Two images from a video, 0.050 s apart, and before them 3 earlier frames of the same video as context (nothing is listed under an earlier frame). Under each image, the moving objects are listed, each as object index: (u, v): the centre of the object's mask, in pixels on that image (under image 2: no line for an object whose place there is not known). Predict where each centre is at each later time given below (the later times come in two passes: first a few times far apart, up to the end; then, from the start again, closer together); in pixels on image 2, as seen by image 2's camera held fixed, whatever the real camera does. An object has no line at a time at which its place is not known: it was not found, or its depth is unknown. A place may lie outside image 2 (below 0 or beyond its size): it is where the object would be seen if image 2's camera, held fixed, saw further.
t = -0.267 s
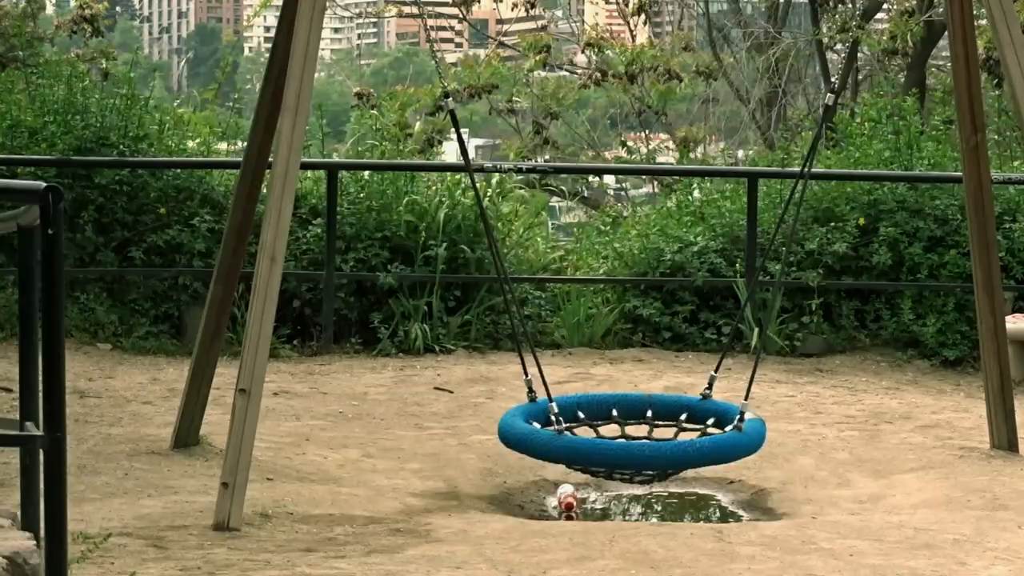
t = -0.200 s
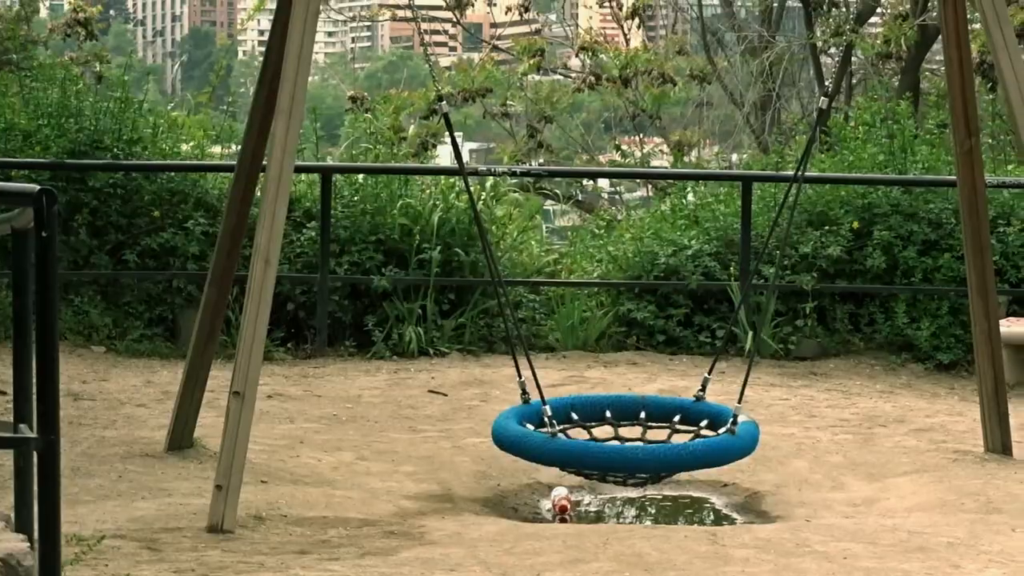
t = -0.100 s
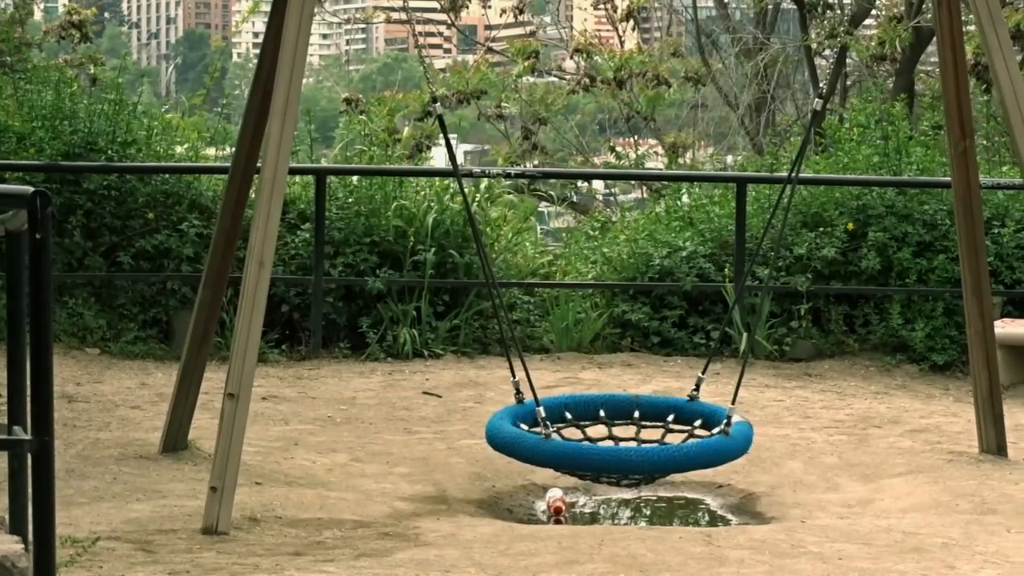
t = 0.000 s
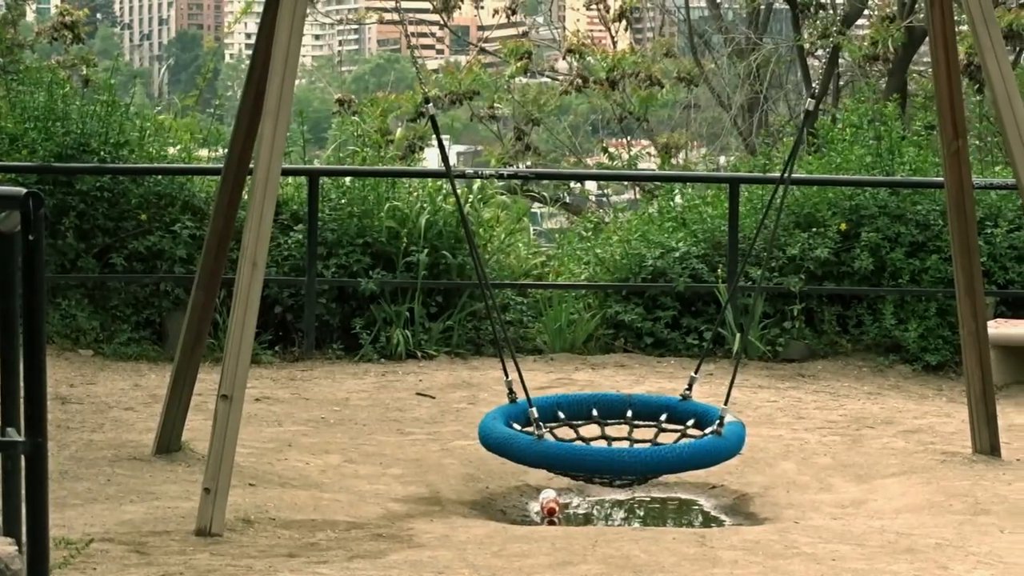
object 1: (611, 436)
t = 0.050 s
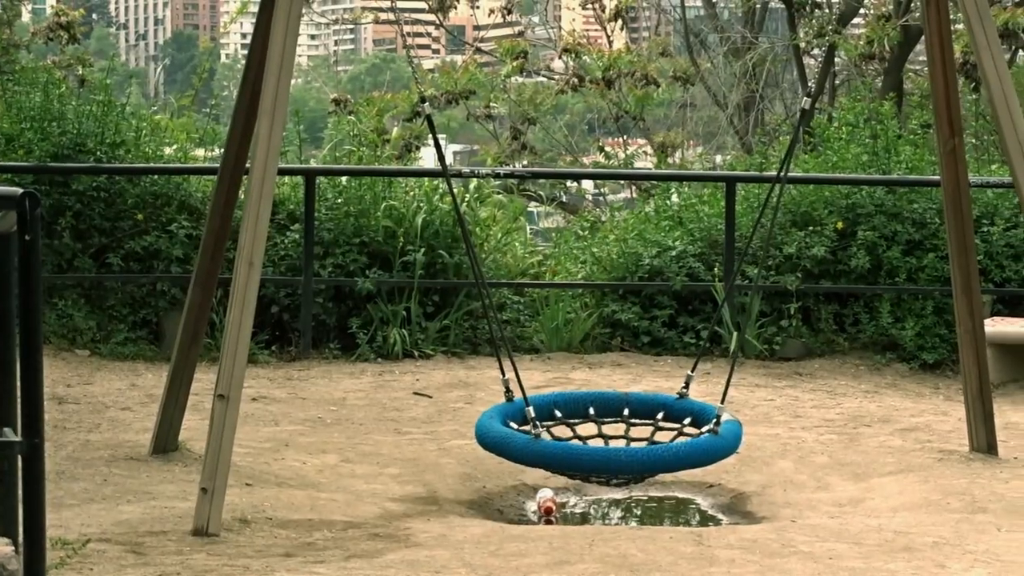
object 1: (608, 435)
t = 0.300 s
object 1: (607, 435)
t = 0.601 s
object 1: (609, 438)
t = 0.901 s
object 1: (613, 442)
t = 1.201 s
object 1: (617, 446)
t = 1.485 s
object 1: (618, 447)
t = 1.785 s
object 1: (618, 447)
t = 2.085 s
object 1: (615, 444)
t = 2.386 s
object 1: (611, 440)
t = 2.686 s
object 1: (608, 435)
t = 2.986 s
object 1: (607, 434)
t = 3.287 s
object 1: (609, 436)
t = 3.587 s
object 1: (612, 440)
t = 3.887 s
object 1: (615, 444)
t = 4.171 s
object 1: (618, 447)
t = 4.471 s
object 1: (618, 447)
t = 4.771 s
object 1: (616, 445)
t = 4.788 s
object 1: (615, 445)
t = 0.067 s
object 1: (608, 435)
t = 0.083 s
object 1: (608, 435)
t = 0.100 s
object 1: (608, 435)
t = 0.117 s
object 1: (608, 435)
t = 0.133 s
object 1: (608, 434)
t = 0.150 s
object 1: (608, 434)
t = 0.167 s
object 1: (608, 434)
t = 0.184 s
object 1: (608, 434)
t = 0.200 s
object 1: (608, 434)
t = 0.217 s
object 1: (607, 434)
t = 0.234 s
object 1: (607, 434)
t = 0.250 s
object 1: (607, 434)
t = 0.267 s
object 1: (607, 434)
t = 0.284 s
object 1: (607, 434)
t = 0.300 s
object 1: (607, 435)
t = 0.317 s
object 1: (608, 435)
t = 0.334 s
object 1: (608, 435)
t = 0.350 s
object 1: (608, 435)
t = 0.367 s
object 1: (608, 435)
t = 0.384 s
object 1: (608, 435)
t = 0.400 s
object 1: (608, 435)
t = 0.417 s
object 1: (608, 435)
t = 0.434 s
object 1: (608, 436)
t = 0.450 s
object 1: (608, 436)
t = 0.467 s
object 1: (608, 436)
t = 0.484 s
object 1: (608, 436)
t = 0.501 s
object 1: (609, 436)
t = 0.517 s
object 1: (609, 437)
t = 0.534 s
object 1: (609, 437)
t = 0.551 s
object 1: (609, 437)
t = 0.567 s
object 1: (609, 437)
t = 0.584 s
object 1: (609, 438)
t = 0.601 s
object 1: (609, 438)
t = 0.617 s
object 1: (610, 438)
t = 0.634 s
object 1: (610, 438)
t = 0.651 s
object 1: (610, 438)
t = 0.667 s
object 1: (610, 439)
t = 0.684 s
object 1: (610, 439)
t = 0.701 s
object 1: (611, 439)
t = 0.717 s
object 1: (611, 439)
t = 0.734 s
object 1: (611, 440)
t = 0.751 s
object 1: (611, 440)
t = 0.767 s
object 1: (611, 440)
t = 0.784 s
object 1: (612, 440)
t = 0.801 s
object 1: (612, 440)
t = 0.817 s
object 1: (612, 441)
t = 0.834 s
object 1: (612, 441)
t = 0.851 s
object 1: (612, 441)
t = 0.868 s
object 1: (613, 441)
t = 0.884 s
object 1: (613, 442)
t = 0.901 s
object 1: (613, 442)
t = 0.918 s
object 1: (613, 442)
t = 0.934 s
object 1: (614, 442)
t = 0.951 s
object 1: (614, 443)
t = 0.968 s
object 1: (614, 443)
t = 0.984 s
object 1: (614, 443)
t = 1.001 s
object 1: (615, 443)
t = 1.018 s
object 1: (614, 443)
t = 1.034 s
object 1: (615, 444)
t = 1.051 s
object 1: (615, 444)
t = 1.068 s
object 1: (615, 444)
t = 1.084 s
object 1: (615, 444)
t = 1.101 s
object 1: (615, 444)
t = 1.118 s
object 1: (616, 445)
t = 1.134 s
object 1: (616, 445)
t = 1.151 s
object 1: (616, 445)
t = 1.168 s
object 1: (616, 445)
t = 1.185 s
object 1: (616, 445)
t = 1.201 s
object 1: (617, 446)
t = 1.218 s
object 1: (617, 446)
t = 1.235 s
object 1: (617, 446)
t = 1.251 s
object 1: (617, 446)
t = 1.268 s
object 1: (617, 446)
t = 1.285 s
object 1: (617, 446)
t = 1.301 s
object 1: (617, 446)
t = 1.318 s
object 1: (618, 446)
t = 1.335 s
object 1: (618, 446)
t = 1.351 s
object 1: (617, 446)
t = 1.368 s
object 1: (618, 447)
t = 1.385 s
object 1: (618, 447)
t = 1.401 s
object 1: (618, 447)
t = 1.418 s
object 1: (618, 447)
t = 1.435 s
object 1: (618, 447)
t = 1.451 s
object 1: (618, 447)
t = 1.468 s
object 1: (618, 447)
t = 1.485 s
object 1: (618, 447)
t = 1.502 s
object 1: (618, 447)
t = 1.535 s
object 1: (618, 447)
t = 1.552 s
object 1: (618, 447)
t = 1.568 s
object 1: (618, 447)
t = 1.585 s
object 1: (618, 447)
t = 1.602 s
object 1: (618, 447)
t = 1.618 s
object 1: (618, 447)
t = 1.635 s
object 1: (618, 447)
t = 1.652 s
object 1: (618, 447)
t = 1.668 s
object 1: (618, 447)
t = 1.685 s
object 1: (618, 447)
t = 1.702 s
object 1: (618, 447)
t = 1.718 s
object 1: (618, 447)
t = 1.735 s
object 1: (618, 447)
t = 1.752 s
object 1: (618, 447)
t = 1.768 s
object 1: (618, 447)
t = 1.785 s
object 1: (618, 447)
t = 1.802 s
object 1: (618, 447)
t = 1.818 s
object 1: (617, 446)
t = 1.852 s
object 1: (617, 446)
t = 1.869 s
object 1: (617, 446)
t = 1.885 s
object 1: (617, 446)
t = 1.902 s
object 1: (617, 446)
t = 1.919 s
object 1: (617, 446)
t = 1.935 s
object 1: (617, 446)
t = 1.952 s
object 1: (617, 445)
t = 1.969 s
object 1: (616, 445)
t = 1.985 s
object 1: (616, 445)
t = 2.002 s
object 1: (616, 445)
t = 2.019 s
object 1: (615, 445)
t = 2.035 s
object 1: (615, 445)
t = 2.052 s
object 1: (615, 444)
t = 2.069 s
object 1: (615, 444)
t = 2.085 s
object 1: (615, 444)
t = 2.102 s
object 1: (614, 444)
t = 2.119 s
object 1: (614, 443)
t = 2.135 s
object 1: (614, 443)
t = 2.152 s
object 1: (614, 443)
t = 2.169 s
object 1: (614, 443)
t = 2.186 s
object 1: (614, 442)
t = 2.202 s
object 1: (613, 442)
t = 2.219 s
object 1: (613, 442)
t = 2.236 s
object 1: (613, 442)
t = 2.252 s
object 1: (613, 442)
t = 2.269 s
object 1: (612, 441)
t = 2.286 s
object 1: (612, 441)
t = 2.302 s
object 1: (612, 441)
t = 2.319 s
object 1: (612, 441)
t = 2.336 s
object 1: (612, 440)
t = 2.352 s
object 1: (611, 440)
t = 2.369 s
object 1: (611, 440)
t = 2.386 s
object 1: (611, 440)
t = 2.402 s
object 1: (611, 439)
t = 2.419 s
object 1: (611, 439)
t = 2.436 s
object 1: (610, 439)
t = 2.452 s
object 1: (610, 439)
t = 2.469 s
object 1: (610, 438)
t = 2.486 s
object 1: (610, 438)
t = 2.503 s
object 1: (610, 438)
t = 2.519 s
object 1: (610, 438)
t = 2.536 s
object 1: (609, 437)
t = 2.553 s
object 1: (609, 437)
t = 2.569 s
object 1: (609, 437)
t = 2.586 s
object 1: (609, 437)
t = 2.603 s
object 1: (609, 436)
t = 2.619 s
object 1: (609, 436)
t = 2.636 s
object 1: (609, 436)
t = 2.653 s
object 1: (608, 436)
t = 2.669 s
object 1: (608, 436)
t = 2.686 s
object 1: (608, 435)
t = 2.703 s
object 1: (608, 435)
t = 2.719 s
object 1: (608, 435)
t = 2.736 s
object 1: (608, 435)
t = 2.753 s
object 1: (608, 435)
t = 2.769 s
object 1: (608, 435)
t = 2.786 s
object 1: (608, 435)
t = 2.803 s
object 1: (608, 435)
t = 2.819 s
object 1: (607, 434)
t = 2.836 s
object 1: (607, 434)
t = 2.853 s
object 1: (607, 434)
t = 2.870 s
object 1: (607, 434)
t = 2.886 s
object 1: (607, 434)
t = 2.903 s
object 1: (607, 434)
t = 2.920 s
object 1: (607, 434)
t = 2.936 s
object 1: (607, 434)
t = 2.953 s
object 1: (607, 434)
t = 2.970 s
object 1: (607, 434)
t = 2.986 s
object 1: (607, 434)
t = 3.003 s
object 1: (607, 434)
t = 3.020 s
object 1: (607, 434)
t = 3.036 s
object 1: (607, 434)
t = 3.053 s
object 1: (607, 434)
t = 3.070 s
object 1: (607, 434)
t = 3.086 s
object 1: (607, 434)
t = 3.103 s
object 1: (607, 434)
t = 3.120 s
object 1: (607, 434)
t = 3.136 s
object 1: (607, 435)
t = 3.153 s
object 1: (608, 435)
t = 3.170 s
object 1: (608, 435)
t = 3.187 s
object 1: (608, 435)
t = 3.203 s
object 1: (608, 435)
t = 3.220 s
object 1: (608, 435)
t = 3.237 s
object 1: (608, 436)
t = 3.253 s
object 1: (608, 436)
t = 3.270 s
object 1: (608, 436)
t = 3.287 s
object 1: (609, 436)
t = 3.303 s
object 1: (609, 436)
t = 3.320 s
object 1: (609, 436)
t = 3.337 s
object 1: (609, 437)
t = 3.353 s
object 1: (609, 437)
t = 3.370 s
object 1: (609, 437)
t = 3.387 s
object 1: (609, 437)
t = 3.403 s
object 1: (610, 438)
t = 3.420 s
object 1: (610, 438)
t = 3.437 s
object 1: (610, 438)
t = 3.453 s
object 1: (610, 438)
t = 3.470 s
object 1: (610, 439)
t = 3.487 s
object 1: (610, 439)
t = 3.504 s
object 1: (611, 439)
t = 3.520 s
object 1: (611, 439)
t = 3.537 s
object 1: (611, 440)
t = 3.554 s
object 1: (611, 440)
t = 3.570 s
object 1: (611, 440)
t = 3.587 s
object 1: (612, 440)
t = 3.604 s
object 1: (612, 440)
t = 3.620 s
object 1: (612, 441)
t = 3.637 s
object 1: (612, 441)
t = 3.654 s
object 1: (612, 441)
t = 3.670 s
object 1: (613, 441)
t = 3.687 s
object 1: (613, 442)
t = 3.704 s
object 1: (613, 442)
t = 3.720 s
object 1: (613, 442)
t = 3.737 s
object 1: (614, 443)
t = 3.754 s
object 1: (614, 443)
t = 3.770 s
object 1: (614, 443)
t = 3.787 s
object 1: (614, 443)
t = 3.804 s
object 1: (614, 443)
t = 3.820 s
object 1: (614, 443)
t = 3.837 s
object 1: (614, 444)
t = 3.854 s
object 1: (615, 444)
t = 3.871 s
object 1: (615, 444)
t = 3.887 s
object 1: (615, 444)
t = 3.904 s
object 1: (615, 444)
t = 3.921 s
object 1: (616, 445)
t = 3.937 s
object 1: (616, 445)
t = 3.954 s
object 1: (616, 445)
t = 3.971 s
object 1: (616, 445)
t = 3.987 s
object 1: (617, 445)
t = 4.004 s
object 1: (617, 445)
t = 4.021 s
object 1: (617, 445)
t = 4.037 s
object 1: (617, 446)
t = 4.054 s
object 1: (617, 446)
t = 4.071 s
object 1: (617, 446)
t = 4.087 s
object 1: (617, 446)
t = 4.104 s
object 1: (617, 446)
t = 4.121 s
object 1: (618, 446)
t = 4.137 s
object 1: (618, 446)
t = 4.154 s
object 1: (618, 446)
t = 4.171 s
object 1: (618, 447)
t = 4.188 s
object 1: (618, 447)
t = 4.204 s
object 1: (618, 447)
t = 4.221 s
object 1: (618, 447)
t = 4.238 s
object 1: (618, 447)
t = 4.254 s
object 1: (618, 447)
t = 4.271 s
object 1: (618, 447)
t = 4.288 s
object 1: (618, 447)
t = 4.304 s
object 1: (618, 447)
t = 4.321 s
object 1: (618, 447)
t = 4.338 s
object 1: (618, 447)
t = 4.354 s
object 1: (618, 447)
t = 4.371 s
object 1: (618, 447)
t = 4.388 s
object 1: (618, 447)
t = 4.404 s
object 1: (618, 447)
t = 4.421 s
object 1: (618, 447)
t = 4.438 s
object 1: (618, 447)
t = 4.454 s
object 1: (618, 447)
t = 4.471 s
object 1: (618, 447)
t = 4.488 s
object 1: (618, 447)
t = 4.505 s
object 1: (618, 447)
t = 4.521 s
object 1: (618, 447)
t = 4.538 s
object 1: (618, 447)
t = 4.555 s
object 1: (618, 447)
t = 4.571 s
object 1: (618, 447)
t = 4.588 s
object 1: (617, 446)
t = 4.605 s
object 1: (617, 446)
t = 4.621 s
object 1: (617, 446)
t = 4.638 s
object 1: (617, 446)
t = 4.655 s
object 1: (617, 446)
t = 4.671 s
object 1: (617, 446)
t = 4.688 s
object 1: (616, 446)
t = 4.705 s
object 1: (616, 446)
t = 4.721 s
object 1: (616, 445)
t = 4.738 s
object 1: (616, 445)
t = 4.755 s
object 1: (616, 445)
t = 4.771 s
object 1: (616, 445)
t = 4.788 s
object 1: (615, 445)
